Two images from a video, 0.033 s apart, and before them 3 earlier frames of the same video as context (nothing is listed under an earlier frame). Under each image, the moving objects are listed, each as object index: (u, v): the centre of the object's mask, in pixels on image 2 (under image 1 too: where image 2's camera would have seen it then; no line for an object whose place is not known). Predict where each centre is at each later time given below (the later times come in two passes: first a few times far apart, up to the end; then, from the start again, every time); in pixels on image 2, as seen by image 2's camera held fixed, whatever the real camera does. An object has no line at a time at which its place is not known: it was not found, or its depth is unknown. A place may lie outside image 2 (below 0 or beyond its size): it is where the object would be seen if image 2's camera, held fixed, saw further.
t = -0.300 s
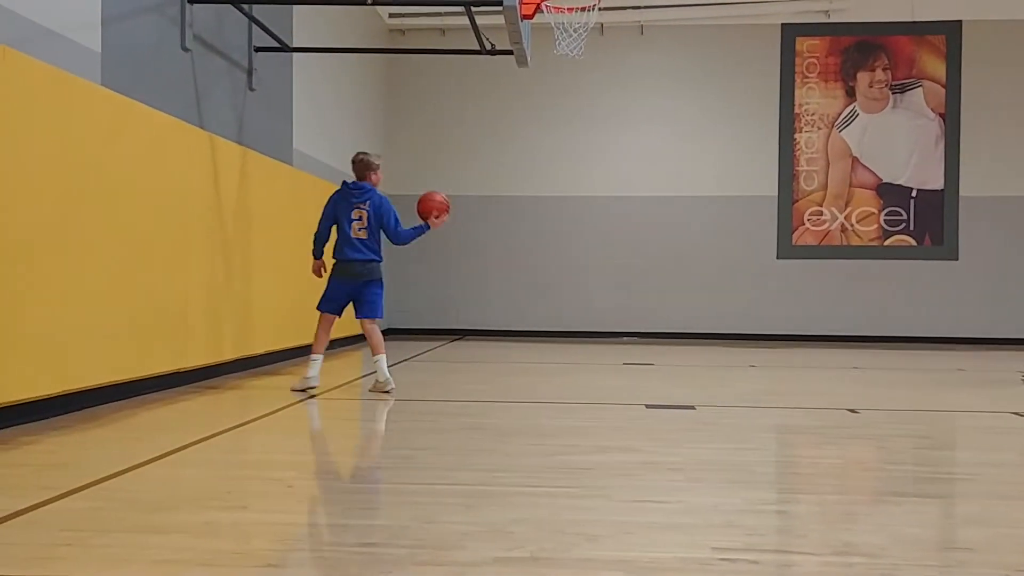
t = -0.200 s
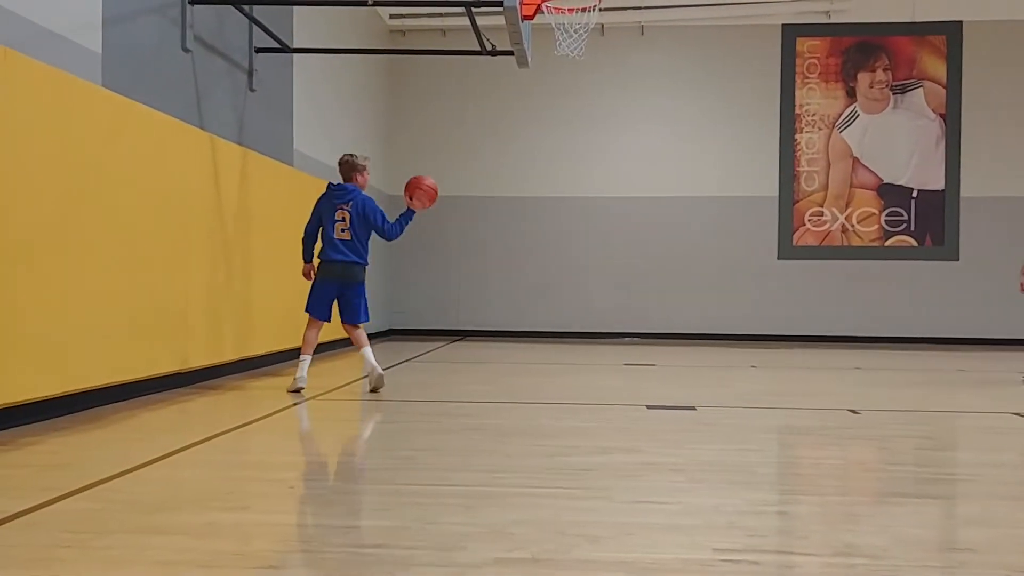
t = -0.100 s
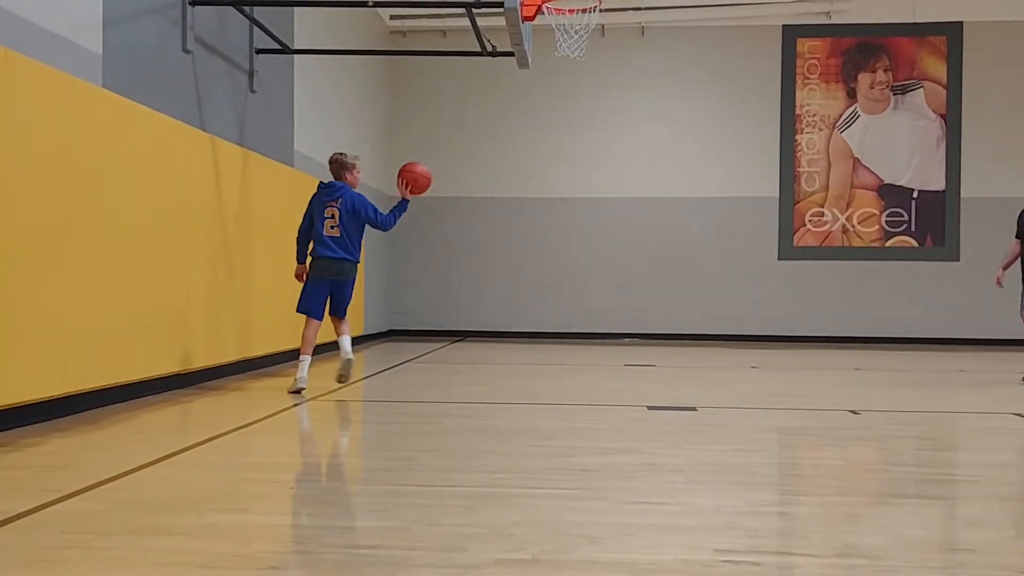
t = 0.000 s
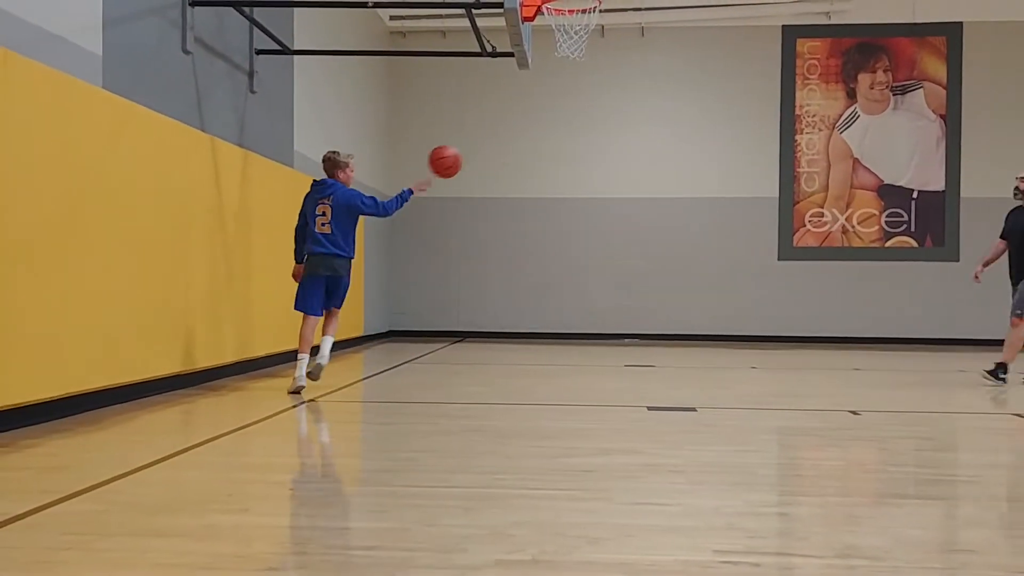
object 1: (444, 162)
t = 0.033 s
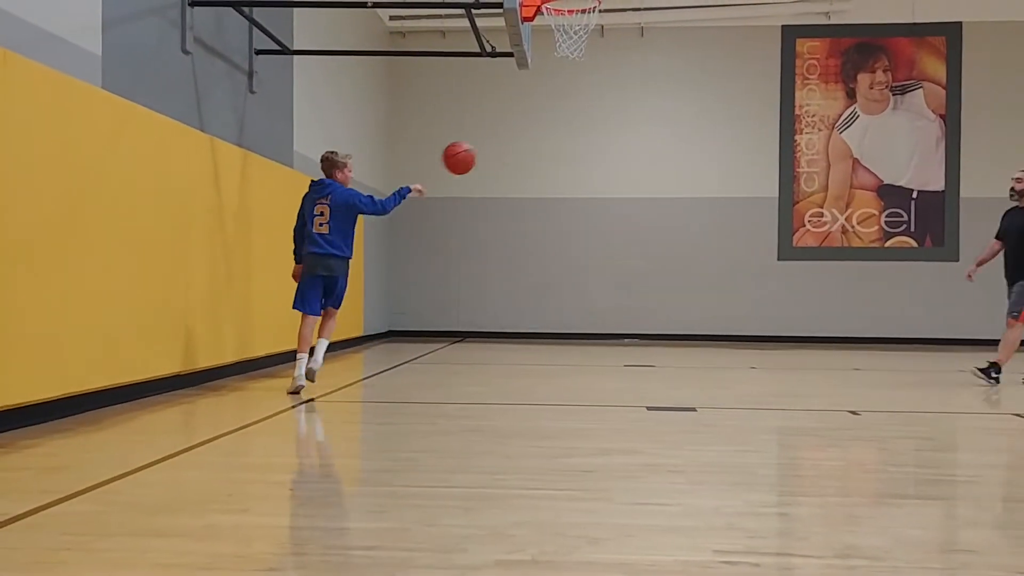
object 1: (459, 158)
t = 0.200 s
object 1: (529, 162)
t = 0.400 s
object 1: (609, 216)
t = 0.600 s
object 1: (685, 320)
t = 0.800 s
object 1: (731, 316)
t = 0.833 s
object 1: (736, 303)
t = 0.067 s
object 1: (473, 156)
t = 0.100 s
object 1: (487, 155)
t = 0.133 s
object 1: (501, 156)
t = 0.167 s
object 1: (515, 159)
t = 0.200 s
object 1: (529, 162)
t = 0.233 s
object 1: (543, 168)
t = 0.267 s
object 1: (556, 175)
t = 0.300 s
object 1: (569, 183)
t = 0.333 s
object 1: (583, 193)
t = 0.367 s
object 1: (596, 204)
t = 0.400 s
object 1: (609, 216)
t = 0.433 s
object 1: (622, 230)
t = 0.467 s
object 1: (635, 244)
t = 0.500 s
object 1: (648, 261)
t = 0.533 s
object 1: (661, 279)
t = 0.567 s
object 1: (673, 299)
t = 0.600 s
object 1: (685, 320)
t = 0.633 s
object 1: (698, 340)
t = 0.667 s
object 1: (711, 365)
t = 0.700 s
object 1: (718, 363)
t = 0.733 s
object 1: (723, 347)
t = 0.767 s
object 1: (727, 331)
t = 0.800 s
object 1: (731, 316)
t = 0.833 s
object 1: (736, 303)
